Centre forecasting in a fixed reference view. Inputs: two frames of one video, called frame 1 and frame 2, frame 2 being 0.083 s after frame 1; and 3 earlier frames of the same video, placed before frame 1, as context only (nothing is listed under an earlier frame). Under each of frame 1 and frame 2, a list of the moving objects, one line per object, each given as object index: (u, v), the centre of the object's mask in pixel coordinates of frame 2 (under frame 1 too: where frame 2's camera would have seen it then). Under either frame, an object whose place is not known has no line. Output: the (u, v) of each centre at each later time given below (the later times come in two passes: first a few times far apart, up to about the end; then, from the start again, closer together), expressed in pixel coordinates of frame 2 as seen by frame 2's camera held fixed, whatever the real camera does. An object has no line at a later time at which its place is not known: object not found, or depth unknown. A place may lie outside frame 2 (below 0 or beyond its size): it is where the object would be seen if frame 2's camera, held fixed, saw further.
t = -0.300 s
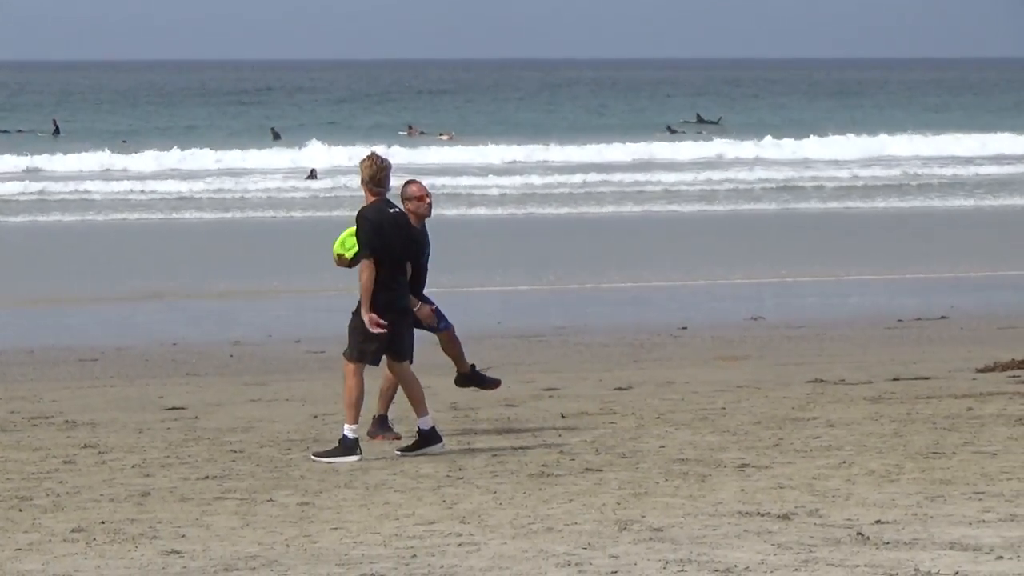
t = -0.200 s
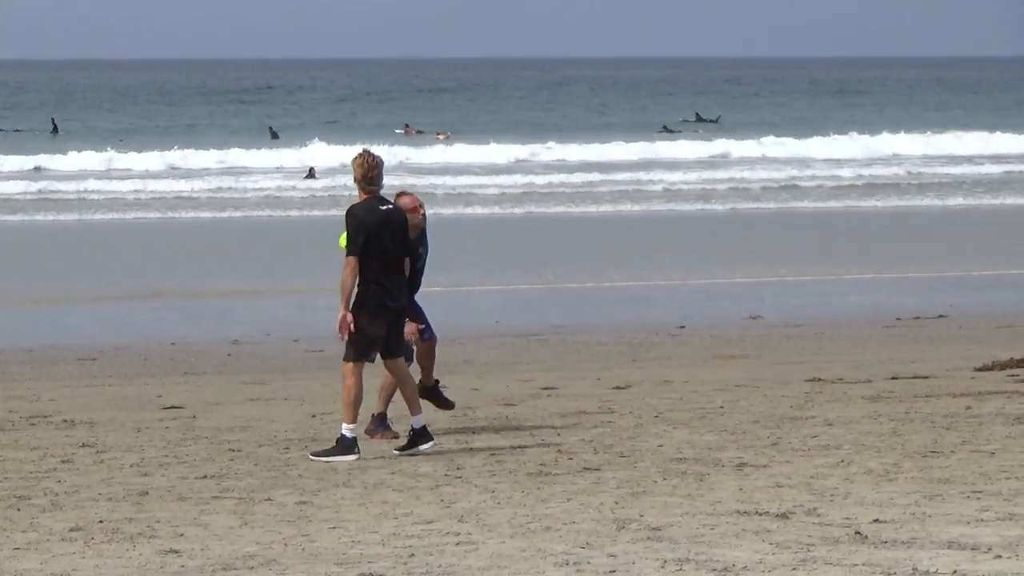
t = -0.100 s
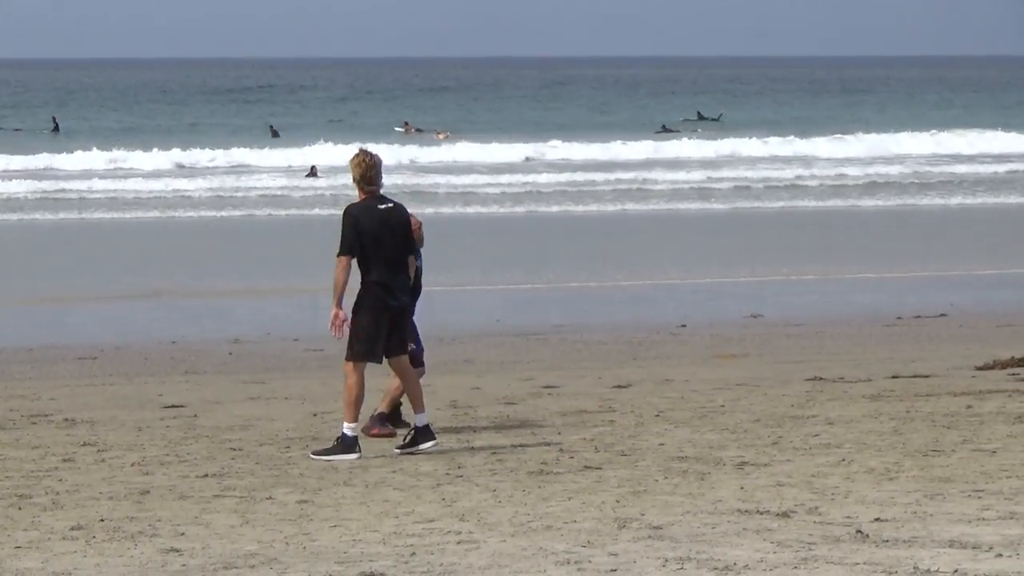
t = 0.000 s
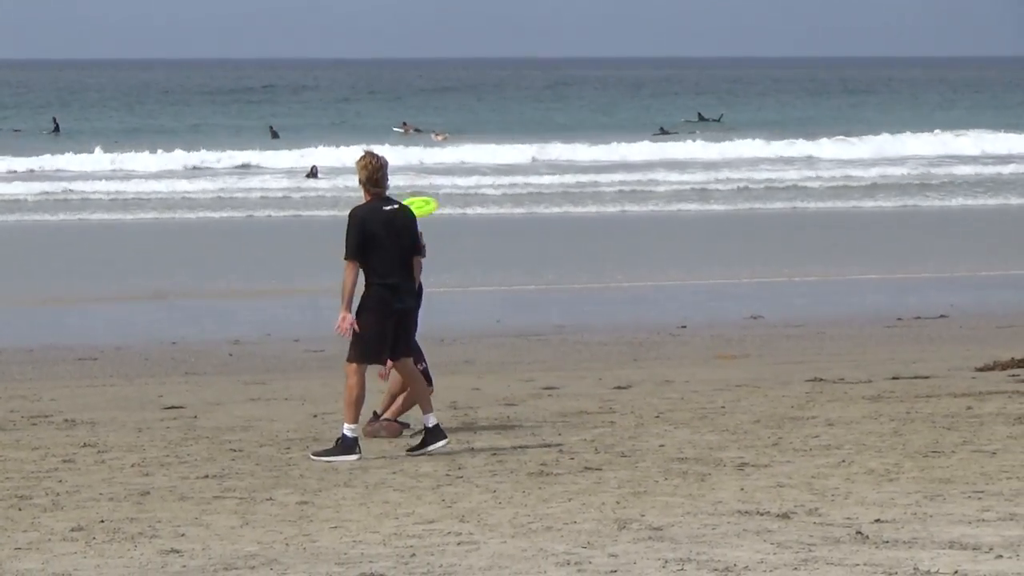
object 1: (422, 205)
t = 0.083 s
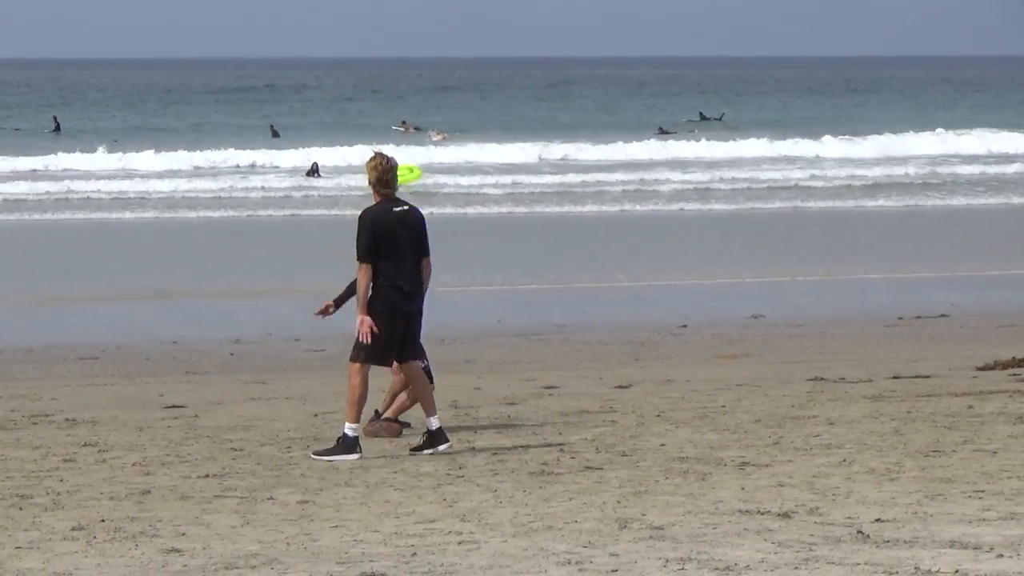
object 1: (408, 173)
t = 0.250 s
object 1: (368, 129)
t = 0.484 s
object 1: (318, 108)
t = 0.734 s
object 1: (260, 122)
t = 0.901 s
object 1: (220, 151)
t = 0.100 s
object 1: (408, 168)
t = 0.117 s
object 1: (406, 160)
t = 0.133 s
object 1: (393, 153)
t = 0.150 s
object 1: (387, 150)
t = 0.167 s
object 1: (384, 147)
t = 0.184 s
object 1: (381, 144)
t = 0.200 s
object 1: (378, 140)
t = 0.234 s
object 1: (371, 132)
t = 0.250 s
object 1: (368, 129)
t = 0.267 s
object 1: (364, 126)
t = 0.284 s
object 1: (361, 123)
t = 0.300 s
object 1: (358, 121)
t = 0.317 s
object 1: (354, 119)
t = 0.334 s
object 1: (351, 117)
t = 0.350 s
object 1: (347, 115)
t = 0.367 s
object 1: (343, 114)
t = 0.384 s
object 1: (340, 112)
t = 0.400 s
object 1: (336, 111)
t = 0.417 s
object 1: (333, 110)
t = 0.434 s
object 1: (329, 110)
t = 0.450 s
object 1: (325, 109)
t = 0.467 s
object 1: (322, 108)
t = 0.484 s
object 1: (318, 108)
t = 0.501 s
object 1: (315, 107)
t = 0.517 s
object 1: (311, 107)
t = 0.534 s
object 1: (307, 107)
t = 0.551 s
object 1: (303, 107)
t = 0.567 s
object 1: (299, 108)
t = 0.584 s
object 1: (296, 109)
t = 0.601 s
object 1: (292, 109)
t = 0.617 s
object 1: (288, 110)
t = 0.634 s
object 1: (284, 111)
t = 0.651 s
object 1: (280, 112)
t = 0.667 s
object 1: (277, 114)
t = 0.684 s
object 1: (272, 115)
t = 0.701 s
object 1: (268, 117)
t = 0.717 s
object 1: (264, 119)
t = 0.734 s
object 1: (260, 122)
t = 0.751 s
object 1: (256, 124)
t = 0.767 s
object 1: (252, 126)
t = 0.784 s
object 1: (248, 129)
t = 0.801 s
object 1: (244, 132)
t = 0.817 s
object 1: (240, 135)
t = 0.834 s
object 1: (237, 138)
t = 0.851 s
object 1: (233, 141)
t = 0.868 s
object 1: (229, 144)
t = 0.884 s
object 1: (224, 147)
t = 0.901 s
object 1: (220, 151)
